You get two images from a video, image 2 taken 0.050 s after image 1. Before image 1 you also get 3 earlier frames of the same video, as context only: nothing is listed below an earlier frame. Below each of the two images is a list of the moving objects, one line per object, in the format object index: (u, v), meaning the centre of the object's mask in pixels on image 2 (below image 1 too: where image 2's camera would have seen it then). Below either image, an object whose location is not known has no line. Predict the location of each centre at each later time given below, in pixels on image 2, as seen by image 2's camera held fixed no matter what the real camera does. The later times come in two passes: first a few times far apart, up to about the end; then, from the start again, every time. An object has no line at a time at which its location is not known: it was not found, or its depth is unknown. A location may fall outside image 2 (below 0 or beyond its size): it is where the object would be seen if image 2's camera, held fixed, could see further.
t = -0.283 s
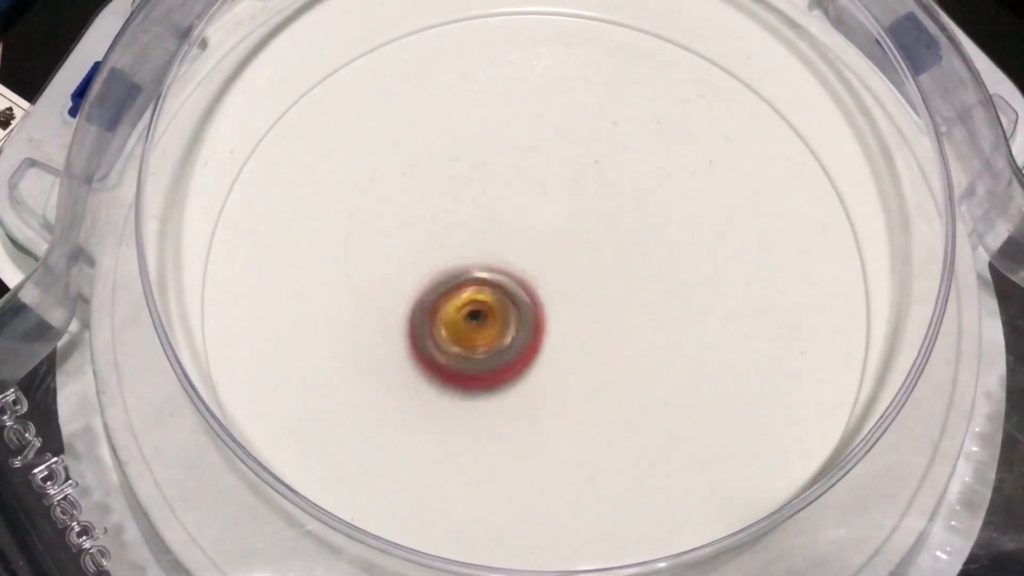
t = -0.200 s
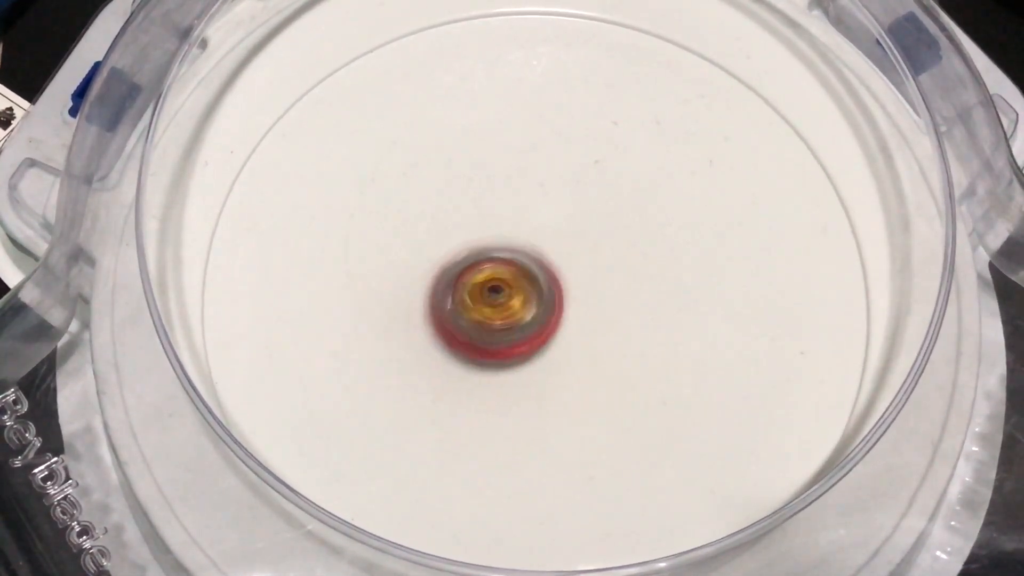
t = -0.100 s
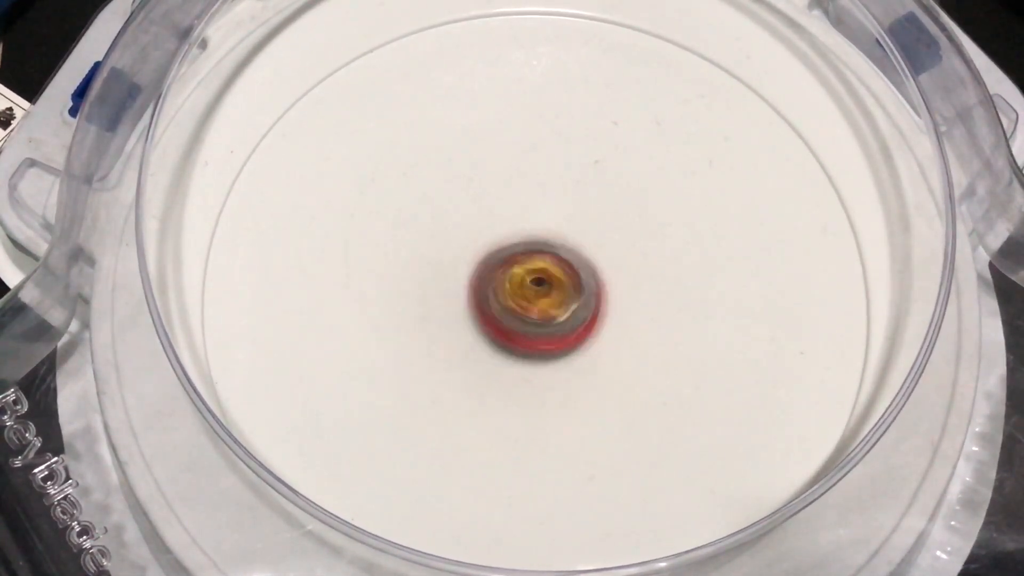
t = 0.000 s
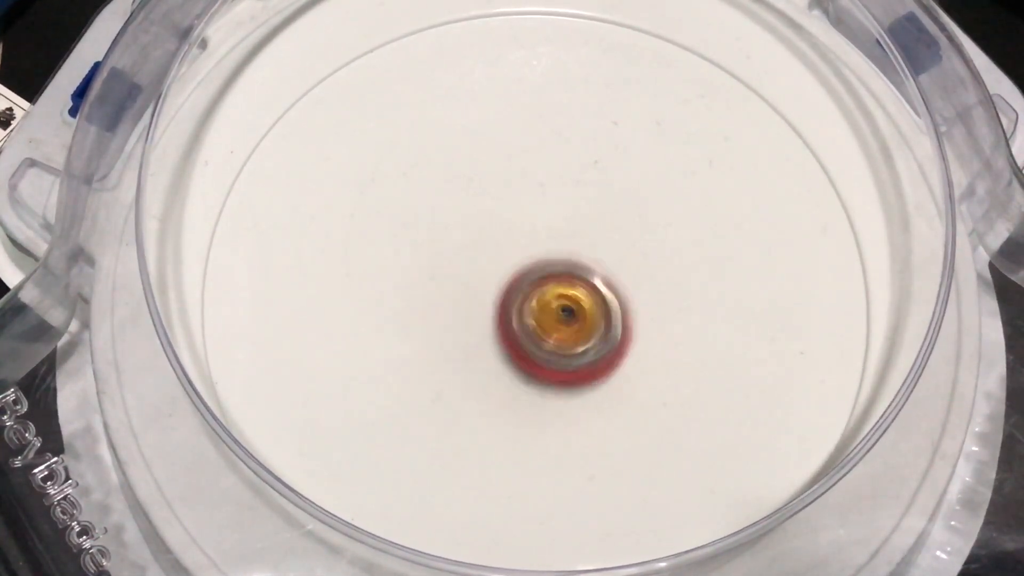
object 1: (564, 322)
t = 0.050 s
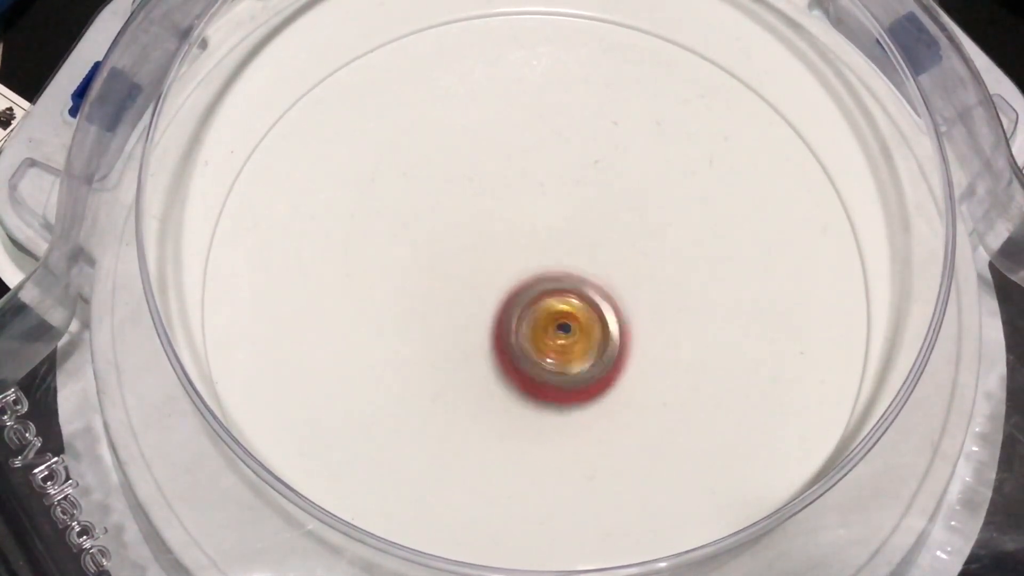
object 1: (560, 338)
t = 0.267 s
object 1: (489, 345)
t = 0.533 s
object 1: (483, 295)
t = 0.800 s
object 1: (523, 311)
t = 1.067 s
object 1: (519, 301)
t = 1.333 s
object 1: (525, 297)
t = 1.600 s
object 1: (533, 300)
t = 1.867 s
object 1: (531, 303)
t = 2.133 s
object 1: (532, 311)
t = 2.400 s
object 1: (524, 308)
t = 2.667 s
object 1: (525, 305)
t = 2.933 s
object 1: (525, 304)
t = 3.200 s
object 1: (530, 307)
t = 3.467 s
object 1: (530, 308)
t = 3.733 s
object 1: (527, 308)
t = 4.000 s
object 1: (528, 309)
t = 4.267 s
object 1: (533, 309)
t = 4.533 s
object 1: (533, 311)
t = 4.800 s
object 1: (532, 312)
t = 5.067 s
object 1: (531, 311)
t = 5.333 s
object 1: (532, 310)
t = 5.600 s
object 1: (533, 310)
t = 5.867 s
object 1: (534, 311)
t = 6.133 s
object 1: (533, 312)
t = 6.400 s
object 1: (531, 310)
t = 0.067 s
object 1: (558, 344)
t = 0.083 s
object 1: (553, 347)
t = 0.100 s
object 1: (548, 351)
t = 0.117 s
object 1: (542, 352)
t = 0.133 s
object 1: (536, 354)
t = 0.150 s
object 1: (529, 354)
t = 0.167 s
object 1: (523, 354)
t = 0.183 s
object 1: (517, 353)
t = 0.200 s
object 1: (510, 351)
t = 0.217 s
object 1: (504, 350)
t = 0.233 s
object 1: (498, 348)
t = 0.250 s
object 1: (493, 347)
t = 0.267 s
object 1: (489, 345)
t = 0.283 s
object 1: (485, 342)
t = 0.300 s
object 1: (481, 339)
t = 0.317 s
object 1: (479, 336)
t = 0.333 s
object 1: (476, 332)
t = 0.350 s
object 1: (474, 328)
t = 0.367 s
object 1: (472, 324)
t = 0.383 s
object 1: (471, 320)
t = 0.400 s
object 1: (470, 317)
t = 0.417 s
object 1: (470, 313)
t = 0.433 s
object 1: (471, 310)
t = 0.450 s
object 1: (472, 307)
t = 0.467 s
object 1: (473, 304)
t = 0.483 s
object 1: (475, 302)
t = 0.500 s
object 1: (477, 299)
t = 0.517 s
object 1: (480, 297)
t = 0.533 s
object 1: (483, 295)
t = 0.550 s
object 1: (487, 293)
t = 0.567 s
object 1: (490, 293)
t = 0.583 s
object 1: (494, 293)
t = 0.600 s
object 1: (498, 293)
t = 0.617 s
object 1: (502, 294)
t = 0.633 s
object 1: (506, 295)
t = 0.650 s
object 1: (509, 297)
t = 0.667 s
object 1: (513, 298)
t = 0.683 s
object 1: (516, 301)
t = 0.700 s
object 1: (519, 302)
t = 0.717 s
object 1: (521, 304)
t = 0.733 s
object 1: (523, 306)
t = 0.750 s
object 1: (524, 308)
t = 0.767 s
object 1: (524, 309)
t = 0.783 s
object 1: (524, 310)
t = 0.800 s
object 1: (523, 311)
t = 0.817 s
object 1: (522, 311)
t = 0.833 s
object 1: (521, 312)
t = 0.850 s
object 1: (521, 311)
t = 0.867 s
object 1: (520, 311)
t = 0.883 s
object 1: (519, 311)
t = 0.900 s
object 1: (518, 310)
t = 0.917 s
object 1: (518, 309)
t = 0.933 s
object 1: (517, 308)
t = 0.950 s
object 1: (517, 307)
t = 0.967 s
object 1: (517, 305)
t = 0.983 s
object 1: (517, 305)
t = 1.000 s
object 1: (518, 304)
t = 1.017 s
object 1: (519, 303)
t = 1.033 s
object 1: (519, 302)
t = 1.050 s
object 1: (519, 302)
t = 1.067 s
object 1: (519, 301)
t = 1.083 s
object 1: (518, 301)
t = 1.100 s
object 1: (518, 300)
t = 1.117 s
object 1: (518, 300)
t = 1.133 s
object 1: (518, 299)
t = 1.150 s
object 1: (519, 298)
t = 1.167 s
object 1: (519, 297)
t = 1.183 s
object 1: (519, 297)
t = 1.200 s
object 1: (520, 297)
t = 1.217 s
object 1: (520, 297)
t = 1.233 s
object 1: (521, 296)
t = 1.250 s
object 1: (521, 296)
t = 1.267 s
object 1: (522, 296)
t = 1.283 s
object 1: (523, 296)
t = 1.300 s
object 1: (523, 296)
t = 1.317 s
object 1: (524, 296)
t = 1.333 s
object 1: (525, 297)
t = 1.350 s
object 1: (525, 297)
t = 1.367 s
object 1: (526, 297)
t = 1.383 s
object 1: (526, 298)
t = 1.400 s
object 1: (527, 298)
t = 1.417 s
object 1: (527, 299)
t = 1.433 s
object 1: (527, 299)
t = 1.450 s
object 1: (528, 299)
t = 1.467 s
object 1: (528, 299)
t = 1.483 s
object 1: (529, 299)
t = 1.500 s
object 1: (530, 299)
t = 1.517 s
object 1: (531, 299)
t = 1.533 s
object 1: (531, 299)
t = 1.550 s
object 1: (532, 300)
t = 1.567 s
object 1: (532, 299)
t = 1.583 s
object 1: (533, 300)
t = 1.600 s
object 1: (533, 300)
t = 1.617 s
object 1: (533, 300)
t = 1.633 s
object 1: (533, 301)
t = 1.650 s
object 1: (533, 302)
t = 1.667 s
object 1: (532, 302)
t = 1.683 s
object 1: (532, 302)
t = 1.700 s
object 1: (532, 303)
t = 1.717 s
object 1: (531, 303)
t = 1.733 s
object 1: (531, 302)
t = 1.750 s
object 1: (531, 303)
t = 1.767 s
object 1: (531, 303)
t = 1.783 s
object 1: (530, 302)
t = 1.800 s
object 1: (531, 302)
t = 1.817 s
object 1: (531, 302)
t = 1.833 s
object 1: (531, 302)
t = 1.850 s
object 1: (531, 302)
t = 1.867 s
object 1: (531, 303)
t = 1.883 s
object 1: (532, 304)
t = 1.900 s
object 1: (533, 304)
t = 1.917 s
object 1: (533, 305)
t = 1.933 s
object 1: (533, 304)
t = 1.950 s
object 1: (533, 306)
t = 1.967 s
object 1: (533, 305)
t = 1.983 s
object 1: (533, 306)
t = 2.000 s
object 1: (533, 306)
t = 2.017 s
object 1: (533, 307)
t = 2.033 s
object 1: (533, 308)
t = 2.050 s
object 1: (533, 308)
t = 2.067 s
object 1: (533, 308)
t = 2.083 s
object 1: (533, 309)
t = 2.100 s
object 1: (533, 310)
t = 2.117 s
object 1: (533, 311)
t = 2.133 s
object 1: (532, 311)
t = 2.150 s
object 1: (532, 312)
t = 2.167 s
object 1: (531, 312)
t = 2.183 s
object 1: (530, 312)
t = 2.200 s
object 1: (530, 312)
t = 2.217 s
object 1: (529, 312)
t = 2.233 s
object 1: (529, 312)
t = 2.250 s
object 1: (528, 312)
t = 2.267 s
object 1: (527, 312)
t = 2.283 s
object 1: (527, 311)
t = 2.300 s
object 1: (526, 311)
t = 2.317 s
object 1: (526, 311)
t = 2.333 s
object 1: (526, 310)
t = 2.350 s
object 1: (525, 310)
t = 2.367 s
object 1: (524, 309)
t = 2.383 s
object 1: (524, 309)
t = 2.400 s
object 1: (524, 308)
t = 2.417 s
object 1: (524, 308)
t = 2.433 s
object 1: (524, 307)
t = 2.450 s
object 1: (524, 307)
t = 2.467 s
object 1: (524, 307)
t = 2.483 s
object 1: (524, 307)
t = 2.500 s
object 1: (524, 307)
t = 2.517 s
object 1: (524, 307)
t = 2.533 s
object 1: (524, 307)
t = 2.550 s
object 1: (524, 307)
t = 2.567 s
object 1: (524, 306)
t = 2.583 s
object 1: (524, 306)
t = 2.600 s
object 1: (524, 305)
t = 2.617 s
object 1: (524, 306)
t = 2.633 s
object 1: (524, 305)
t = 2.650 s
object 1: (524, 305)
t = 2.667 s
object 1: (525, 305)
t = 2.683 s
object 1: (525, 305)
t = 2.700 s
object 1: (525, 305)
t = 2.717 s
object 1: (525, 305)
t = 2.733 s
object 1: (525, 305)
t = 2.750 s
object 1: (525, 306)
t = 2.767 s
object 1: (525, 305)
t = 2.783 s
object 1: (524, 306)
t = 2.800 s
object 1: (524, 306)
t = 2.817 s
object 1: (524, 306)
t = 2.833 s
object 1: (524, 306)
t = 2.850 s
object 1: (524, 306)
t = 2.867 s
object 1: (524, 306)
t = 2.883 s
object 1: (524, 306)
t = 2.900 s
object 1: (525, 305)
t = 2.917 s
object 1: (525, 305)
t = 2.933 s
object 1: (525, 304)
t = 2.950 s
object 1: (526, 305)
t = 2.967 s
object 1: (526, 304)
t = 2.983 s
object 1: (527, 305)
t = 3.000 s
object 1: (528, 305)
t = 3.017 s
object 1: (528, 305)
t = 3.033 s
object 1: (529, 305)
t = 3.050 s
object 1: (529, 305)
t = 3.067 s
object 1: (530, 306)
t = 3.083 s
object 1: (530, 306)
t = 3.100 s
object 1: (530, 307)
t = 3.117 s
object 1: (530, 308)
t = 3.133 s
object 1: (530, 308)
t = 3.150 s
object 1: (530, 308)
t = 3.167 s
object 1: (530, 307)
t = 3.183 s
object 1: (530, 308)
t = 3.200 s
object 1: (530, 307)
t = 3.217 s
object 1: (530, 308)
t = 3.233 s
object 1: (529, 308)
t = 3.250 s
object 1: (529, 308)
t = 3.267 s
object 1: (529, 308)
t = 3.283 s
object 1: (529, 308)
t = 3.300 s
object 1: (529, 308)
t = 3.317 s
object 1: (529, 308)
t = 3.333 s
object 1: (529, 308)
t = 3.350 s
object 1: (529, 308)
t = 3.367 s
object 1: (529, 308)
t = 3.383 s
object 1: (529, 308)
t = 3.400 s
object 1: (529, 308)
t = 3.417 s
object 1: (529, 308)
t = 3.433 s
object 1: (529, 308)
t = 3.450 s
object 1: (530, 308)
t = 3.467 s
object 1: (530, 308)
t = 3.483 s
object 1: (530, 309)
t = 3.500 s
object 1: (529, 309)
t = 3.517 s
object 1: (529, 309)
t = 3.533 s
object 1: (529, 309)
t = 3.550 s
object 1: (529, 309)
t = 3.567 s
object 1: (529, 309)
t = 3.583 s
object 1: (529, 309)
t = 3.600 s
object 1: (529, 309)
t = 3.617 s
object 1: (529, 308)
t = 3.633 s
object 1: (529, 309)
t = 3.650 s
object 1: (529, 309)
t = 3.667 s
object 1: (528, 309)
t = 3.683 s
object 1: (528, 308)
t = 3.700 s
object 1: (528, 309)
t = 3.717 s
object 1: (528, 308)
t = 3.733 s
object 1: (527, 308)
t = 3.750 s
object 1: (527, 308)
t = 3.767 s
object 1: (527, 308)
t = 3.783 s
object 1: (527, 309)
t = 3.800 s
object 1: (528, 308)
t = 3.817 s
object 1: (527, 308)
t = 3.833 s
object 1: (528, 309)
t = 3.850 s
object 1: (527, 308)
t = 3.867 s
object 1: (528, 308)
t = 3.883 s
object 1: (527, 309)
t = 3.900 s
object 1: (527, 309)
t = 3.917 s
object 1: (528, 309)
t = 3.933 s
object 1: (527, 308)
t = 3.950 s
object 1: (528, 309)
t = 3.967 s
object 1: (528, 308)
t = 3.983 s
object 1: (528, 309)
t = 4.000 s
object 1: (528, 309)
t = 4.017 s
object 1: (529, 309)
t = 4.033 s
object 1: (529, 309)
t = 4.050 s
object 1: (529, 309)
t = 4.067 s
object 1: (530, 309)
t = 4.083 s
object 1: (530, 309)
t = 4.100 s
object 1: (530, 309)
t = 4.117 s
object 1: (530, 309)
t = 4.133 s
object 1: (531, 309)
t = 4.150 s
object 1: (531, 309)
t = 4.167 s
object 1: (531, 309)
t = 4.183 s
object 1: (532, 309)
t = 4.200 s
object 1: (531, 309)
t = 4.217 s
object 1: (532, 309)
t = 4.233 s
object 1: (532, 309)
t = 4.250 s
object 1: (532, 309)
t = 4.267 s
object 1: (533, 309)
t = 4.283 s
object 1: (532, 309)
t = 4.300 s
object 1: (533, 309)
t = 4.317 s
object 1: (533, 309)
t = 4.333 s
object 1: (533, 310)
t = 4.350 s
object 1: (533, 310)
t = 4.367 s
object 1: (533, 310)
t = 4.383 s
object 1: (533, 310)
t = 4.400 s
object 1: (533, 310)
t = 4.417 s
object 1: (534, 311)
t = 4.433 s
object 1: (533, 310)
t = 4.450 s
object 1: (533, 311)
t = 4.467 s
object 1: (533, 311)
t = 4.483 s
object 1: (533, 311)
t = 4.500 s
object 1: (533, 311)
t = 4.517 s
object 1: (533, 311)
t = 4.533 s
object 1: (533, 311)
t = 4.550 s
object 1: (533, 311)
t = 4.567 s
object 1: (533, 311)
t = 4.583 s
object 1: (533, 312)
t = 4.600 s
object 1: (533, 310)
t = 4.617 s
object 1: (533, 311)
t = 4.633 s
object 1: (533, 312)
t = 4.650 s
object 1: (533, 312)
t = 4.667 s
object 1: (533, 312)
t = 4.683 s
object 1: (532, 313)
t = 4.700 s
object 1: (532, 312)
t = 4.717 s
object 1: (532, 312)
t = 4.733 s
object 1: (533, 312)
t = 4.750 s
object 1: (533, 312)
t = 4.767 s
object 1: (533, 313)
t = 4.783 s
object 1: (532, 313)
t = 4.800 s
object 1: (532, 312)
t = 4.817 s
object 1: (533, 313)
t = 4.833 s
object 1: (532, 312)
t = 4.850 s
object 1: (533, 312)
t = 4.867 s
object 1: (533, 313)
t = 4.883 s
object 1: (532, 314)
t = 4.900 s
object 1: (532, 313)
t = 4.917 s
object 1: (532, 312)
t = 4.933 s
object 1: (532, 312)
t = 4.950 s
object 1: (532, 312)
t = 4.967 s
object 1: (532, 312)
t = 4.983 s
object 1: (532, 312)
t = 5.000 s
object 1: (531, 312)
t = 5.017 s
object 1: (532, 312)
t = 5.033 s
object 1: (531, 311)
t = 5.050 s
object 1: (531, 311)
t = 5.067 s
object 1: (531, 311)
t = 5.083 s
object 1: (531, 312)
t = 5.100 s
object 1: (531, 312)
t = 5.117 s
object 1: (531, 311)
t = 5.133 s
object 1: (531, 311)
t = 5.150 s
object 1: (531, 312)
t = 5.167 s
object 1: (531, 312)
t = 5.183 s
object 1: (532, 311)
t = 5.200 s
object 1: (531, 311)
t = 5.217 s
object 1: (532, 311)
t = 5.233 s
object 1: (532, 311)
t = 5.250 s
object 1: (532, 311)
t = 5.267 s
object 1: (532, 311)
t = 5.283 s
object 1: (531, 310)
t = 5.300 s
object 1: (532, 310)
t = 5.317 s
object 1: (531, 310)
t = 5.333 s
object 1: (532, 310)
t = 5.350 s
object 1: (532, 310)
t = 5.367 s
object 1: (532, 310)
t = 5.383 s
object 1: (532, 310)
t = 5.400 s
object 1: (532, 310)
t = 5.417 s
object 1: (532, 310)
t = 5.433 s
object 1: (532, 310)
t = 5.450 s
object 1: (532, 310)
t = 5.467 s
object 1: (533, 310)
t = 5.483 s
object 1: (532, 310)
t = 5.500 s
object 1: (533, 310)
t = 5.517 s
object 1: (533, 310)
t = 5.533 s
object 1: (532, 310)
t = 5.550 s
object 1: (533, 310)
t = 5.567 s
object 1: (533, 310)
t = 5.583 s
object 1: (533, 310)
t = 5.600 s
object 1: (533, 310)
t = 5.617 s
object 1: (533, 310)
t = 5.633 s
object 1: (534, 310)
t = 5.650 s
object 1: (533, 310)
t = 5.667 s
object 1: (534, 310)
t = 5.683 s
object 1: (533, 309)
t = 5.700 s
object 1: (534, 310)
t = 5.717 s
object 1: (534, 311)
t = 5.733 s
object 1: (533, 311)
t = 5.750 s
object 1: (534, 311)
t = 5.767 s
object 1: (533, 310)
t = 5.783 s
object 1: (534, 311)
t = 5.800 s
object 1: (534, 311)
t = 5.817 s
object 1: (533, 311)
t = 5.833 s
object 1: (534, 311)
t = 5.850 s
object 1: (534, 311)
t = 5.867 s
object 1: (534, 311)
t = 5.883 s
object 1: (533, 312)
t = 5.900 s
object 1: (533, 310)
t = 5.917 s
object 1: (534, 311)
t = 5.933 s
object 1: (533, 310)
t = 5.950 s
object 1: (534, 311)
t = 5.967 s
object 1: (533, 311)
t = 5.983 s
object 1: (533, 310)
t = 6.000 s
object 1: (533, 311)
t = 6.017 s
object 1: (533, 310)
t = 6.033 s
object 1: (533, 311)
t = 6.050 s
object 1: (533, 312)
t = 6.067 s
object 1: (533, 311)
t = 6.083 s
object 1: (533, 311)
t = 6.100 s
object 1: (532, 311)
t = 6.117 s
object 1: (533, 311)
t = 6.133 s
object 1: (533, 312)
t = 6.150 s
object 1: (532, 311)
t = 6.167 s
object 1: (533, 312)
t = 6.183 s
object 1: (532, 311)
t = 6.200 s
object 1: (532, 311)
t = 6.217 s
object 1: (532, 312)
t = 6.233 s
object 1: (532, 311)
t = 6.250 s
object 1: (532, 311)
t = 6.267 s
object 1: (531, 310)
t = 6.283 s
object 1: (531, 311)
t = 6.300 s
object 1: (532, 312)
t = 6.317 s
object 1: (531, 310)
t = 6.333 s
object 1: (531, 310)
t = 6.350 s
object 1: (531, 310)
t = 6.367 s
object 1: (531, 311)
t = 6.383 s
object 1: (531, 311)
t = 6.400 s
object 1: (531, 310)
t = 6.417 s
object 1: (532, 311)
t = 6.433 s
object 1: (531, 310)
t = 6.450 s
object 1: (531, 310)
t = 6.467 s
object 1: (531, 311)
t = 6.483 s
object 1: (530, 311)
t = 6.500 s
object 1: (531, 310)
